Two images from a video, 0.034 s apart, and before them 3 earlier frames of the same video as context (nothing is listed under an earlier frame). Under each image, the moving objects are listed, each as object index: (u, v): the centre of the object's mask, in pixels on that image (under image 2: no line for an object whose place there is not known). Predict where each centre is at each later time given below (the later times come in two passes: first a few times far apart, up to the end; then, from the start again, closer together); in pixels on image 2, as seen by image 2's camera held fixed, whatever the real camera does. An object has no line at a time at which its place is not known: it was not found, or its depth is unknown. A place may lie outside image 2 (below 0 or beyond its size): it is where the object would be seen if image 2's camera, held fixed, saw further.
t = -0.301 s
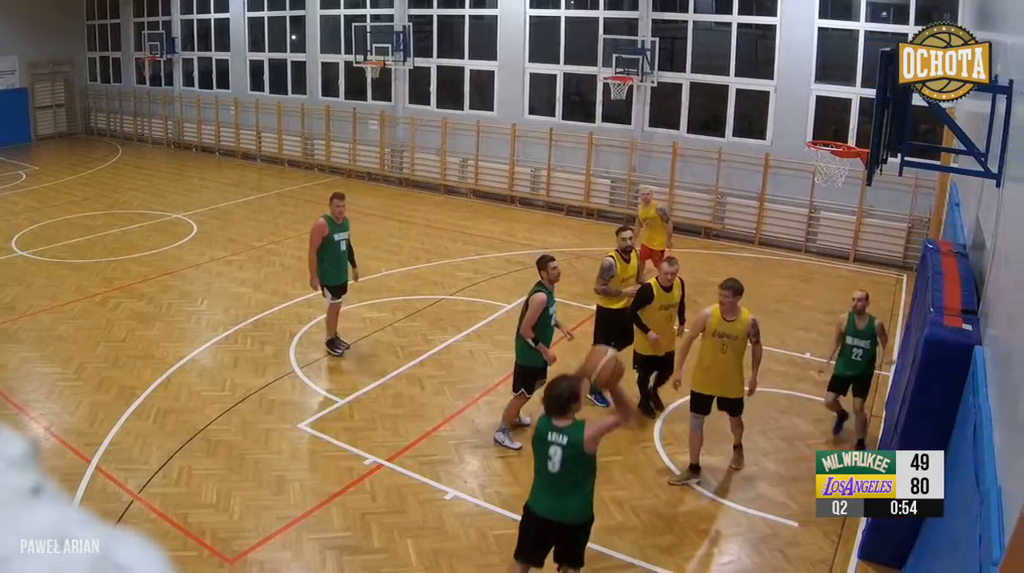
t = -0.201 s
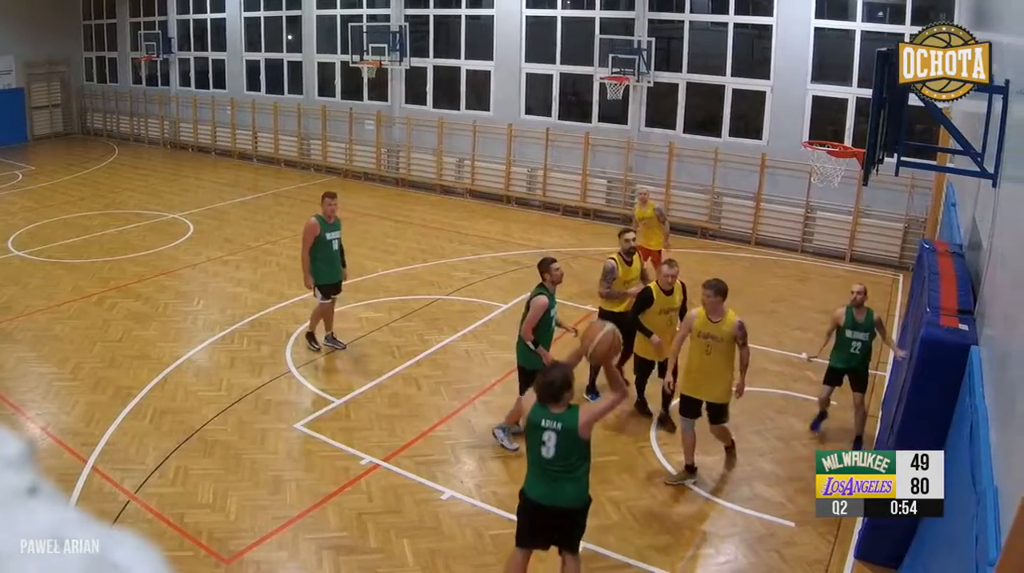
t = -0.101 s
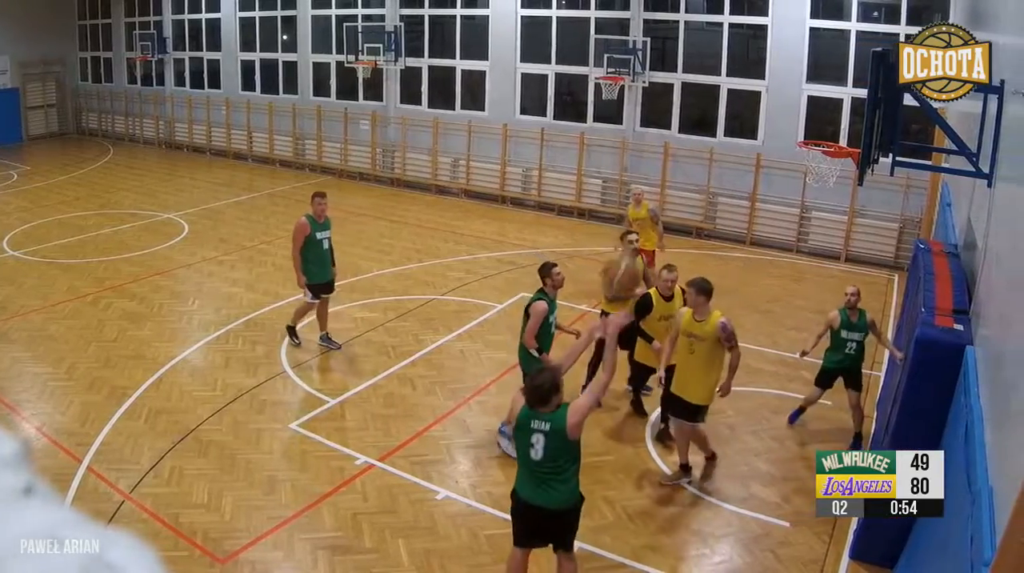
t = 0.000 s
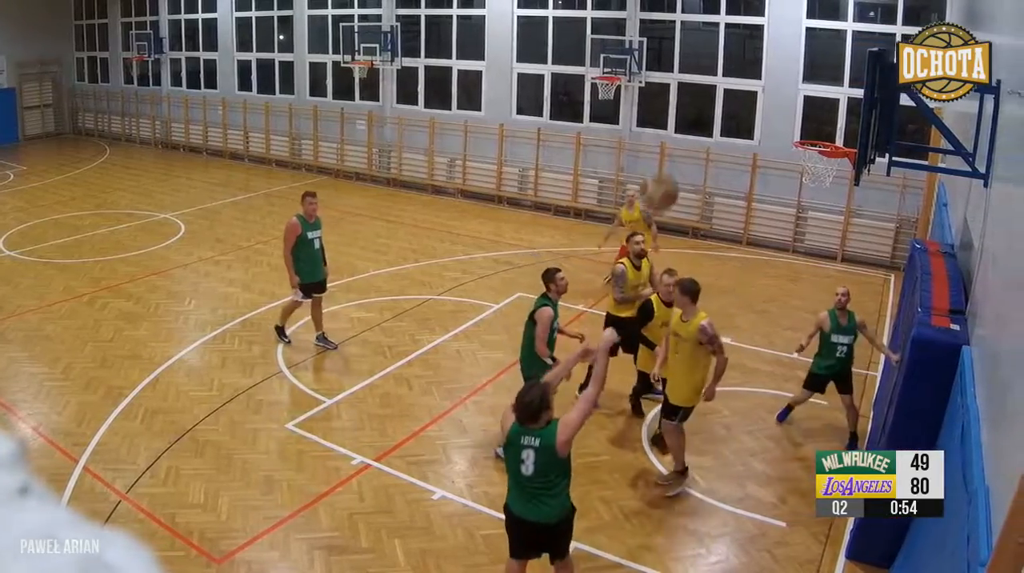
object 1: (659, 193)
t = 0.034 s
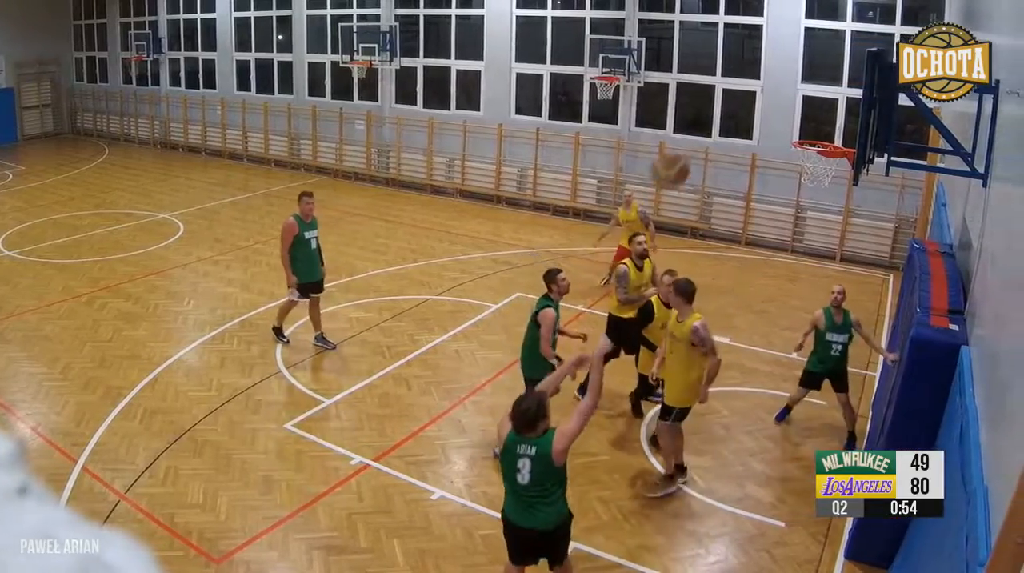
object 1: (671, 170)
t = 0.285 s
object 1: (737, 65)
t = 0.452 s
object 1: (770, 56)
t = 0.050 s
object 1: (675, 158)
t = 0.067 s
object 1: (681, 146)
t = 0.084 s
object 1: (685, 137)
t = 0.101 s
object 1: (691, 127)
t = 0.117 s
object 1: (695, 119)
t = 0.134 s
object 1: (699, 112)
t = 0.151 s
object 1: (704, 106)
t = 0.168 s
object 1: (708, 100)
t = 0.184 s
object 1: (713, 94)
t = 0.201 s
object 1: (717, 87)
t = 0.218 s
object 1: (721, 80)
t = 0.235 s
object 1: (726, 75)
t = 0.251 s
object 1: (731, 72)
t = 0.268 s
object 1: (735, 69)
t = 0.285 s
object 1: (737, 65)
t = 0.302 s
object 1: (741, 62)
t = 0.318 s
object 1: (744, 61)
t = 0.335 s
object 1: (748, 59)
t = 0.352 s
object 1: (751, 57)
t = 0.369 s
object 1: (754, 56)
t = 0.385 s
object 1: (757, 56)
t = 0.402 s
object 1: (761, 55)
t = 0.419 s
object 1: (764, 55)
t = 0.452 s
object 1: (770, 56)
